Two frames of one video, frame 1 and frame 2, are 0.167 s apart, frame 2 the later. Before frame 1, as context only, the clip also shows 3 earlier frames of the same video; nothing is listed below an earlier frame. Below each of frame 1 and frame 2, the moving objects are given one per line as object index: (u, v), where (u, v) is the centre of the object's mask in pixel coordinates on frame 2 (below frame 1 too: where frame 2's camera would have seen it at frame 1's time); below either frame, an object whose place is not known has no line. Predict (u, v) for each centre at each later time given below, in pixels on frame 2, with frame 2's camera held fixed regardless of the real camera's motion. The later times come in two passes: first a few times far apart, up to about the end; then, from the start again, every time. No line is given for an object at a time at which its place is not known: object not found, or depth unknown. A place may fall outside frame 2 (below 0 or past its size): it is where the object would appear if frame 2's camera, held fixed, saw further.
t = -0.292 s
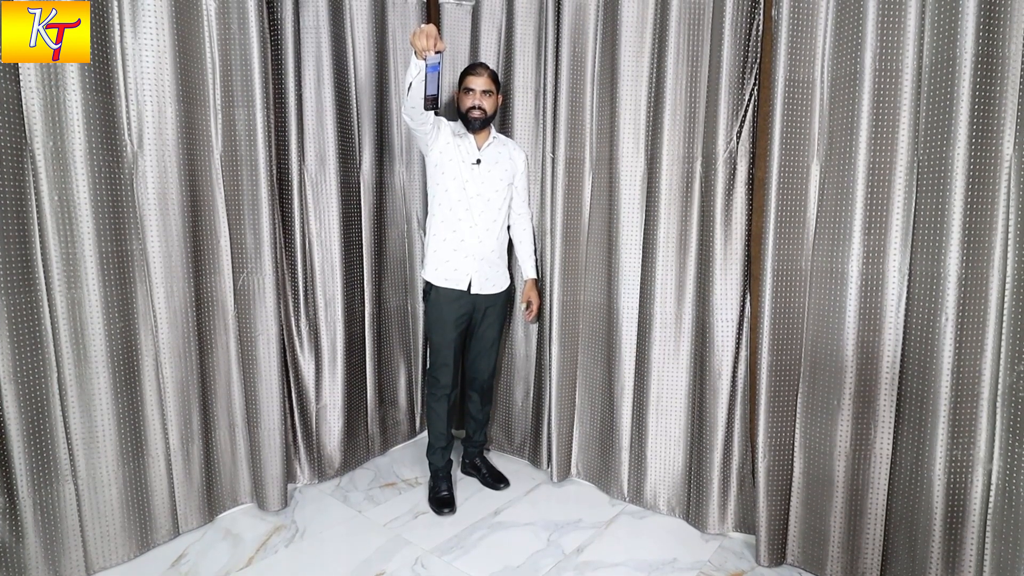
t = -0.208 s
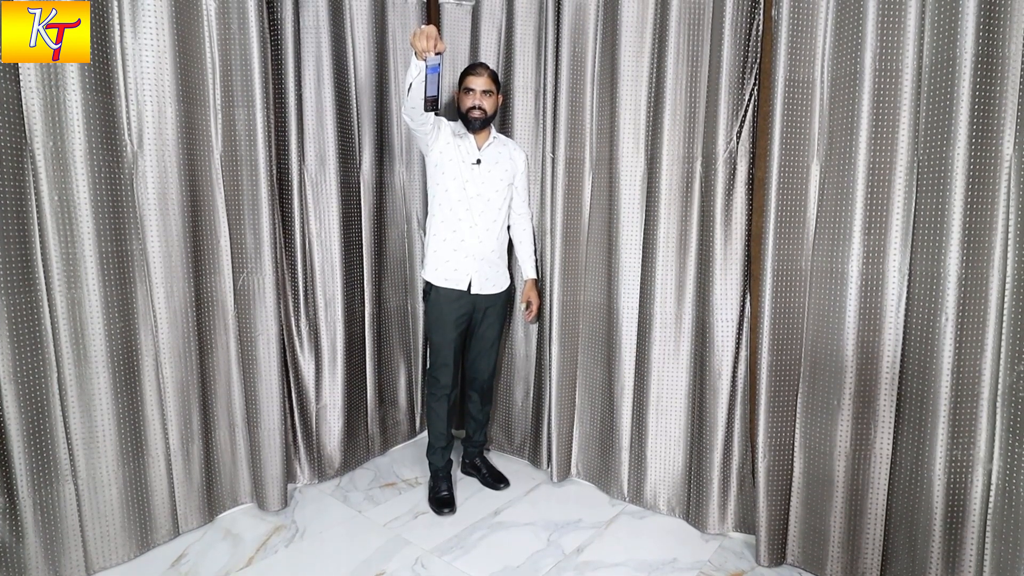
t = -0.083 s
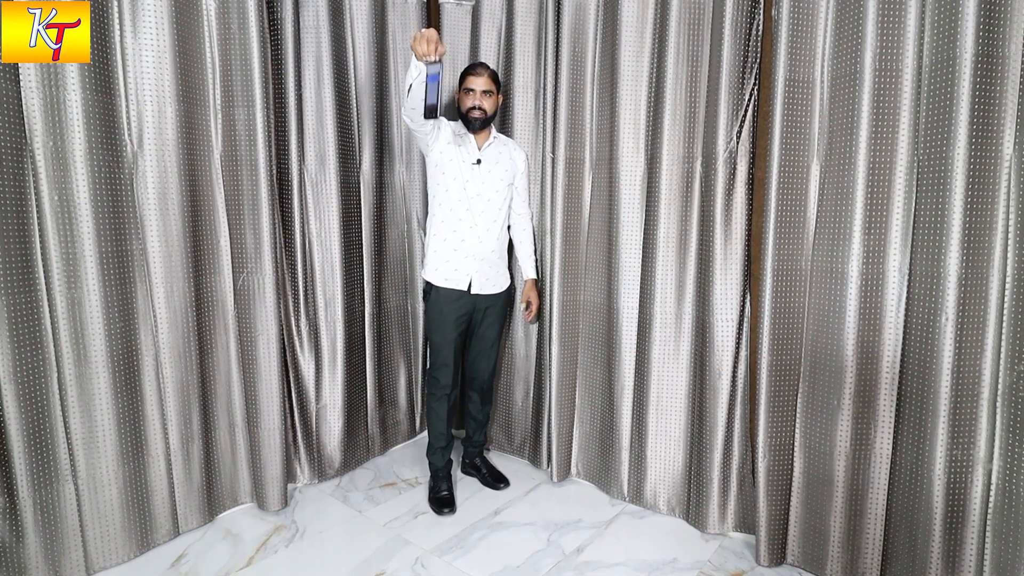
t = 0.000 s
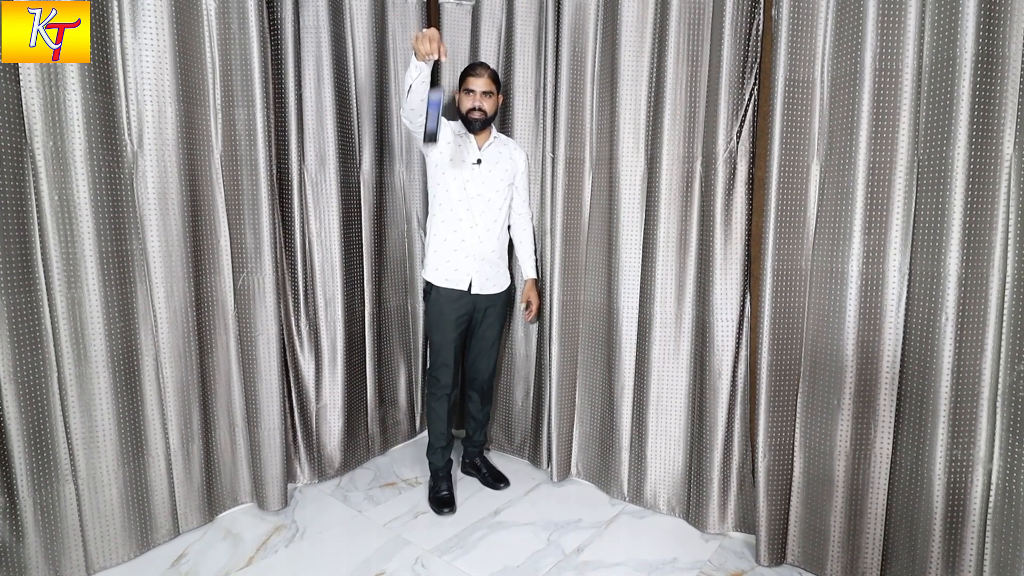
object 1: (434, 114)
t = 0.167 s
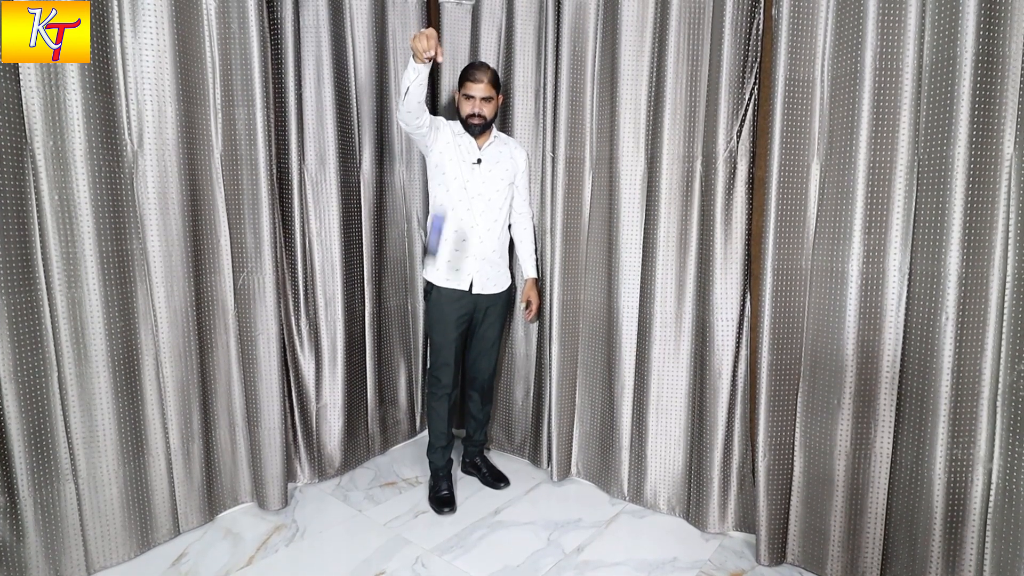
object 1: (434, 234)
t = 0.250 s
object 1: (436, 319)
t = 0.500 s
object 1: (453, 555)
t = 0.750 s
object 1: (480, 545)
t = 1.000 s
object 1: (498, 566)
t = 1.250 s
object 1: (501, 574)
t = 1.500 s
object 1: (501, 574)
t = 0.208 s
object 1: (435, 277)
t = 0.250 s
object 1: (436, 319)
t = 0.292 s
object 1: (437, 370)
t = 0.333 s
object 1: (438, 426)
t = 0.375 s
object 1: (438, 485)
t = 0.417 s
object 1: (441, 570)
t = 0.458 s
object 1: (447, 560)
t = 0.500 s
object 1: (453, 555)
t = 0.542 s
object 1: (457, 554)
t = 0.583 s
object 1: (461, 558)
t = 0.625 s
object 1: (466, 547)
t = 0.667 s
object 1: (471, 541)
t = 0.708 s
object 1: (476, 541)
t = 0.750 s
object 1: (480, 545)
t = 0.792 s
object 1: (485, 554)
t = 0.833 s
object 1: (488, 565)
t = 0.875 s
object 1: (494, 570)
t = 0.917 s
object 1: (494, 567)
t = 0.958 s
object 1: (495, 564)
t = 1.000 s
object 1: (498, 566)
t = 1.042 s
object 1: (500, 570)
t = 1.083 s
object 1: (501, 572)
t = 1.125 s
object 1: (501, 571)
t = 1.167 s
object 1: (501, 573)
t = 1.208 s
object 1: (501, 573)
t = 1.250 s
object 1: (501, 574)
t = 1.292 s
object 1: (501, 574)
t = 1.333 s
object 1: (501, 574)
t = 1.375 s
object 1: (501, 574)
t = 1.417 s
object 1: (501, 574)
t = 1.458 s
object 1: (501, 574)
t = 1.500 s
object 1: (501, 574)
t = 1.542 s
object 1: (501, 574)
